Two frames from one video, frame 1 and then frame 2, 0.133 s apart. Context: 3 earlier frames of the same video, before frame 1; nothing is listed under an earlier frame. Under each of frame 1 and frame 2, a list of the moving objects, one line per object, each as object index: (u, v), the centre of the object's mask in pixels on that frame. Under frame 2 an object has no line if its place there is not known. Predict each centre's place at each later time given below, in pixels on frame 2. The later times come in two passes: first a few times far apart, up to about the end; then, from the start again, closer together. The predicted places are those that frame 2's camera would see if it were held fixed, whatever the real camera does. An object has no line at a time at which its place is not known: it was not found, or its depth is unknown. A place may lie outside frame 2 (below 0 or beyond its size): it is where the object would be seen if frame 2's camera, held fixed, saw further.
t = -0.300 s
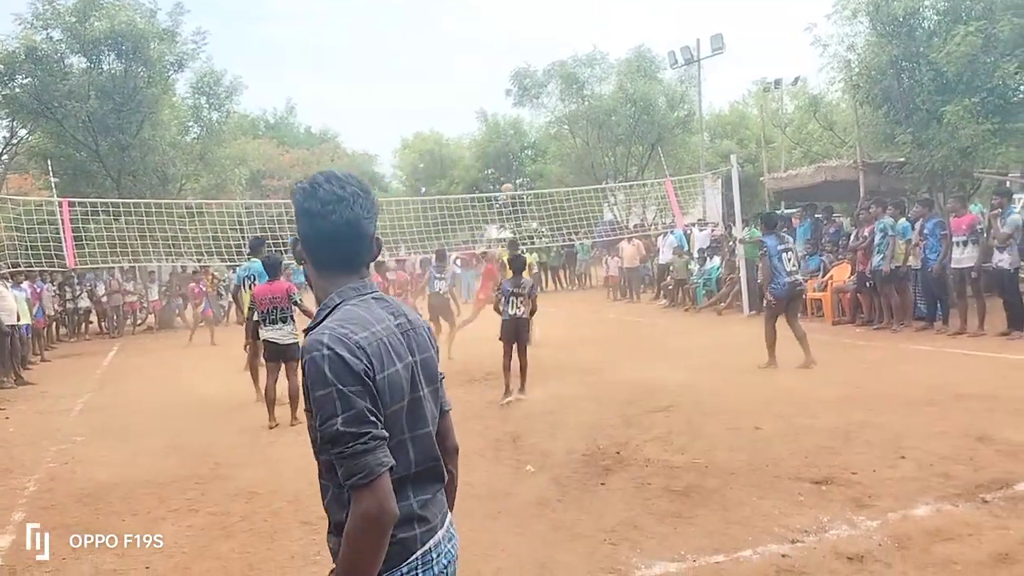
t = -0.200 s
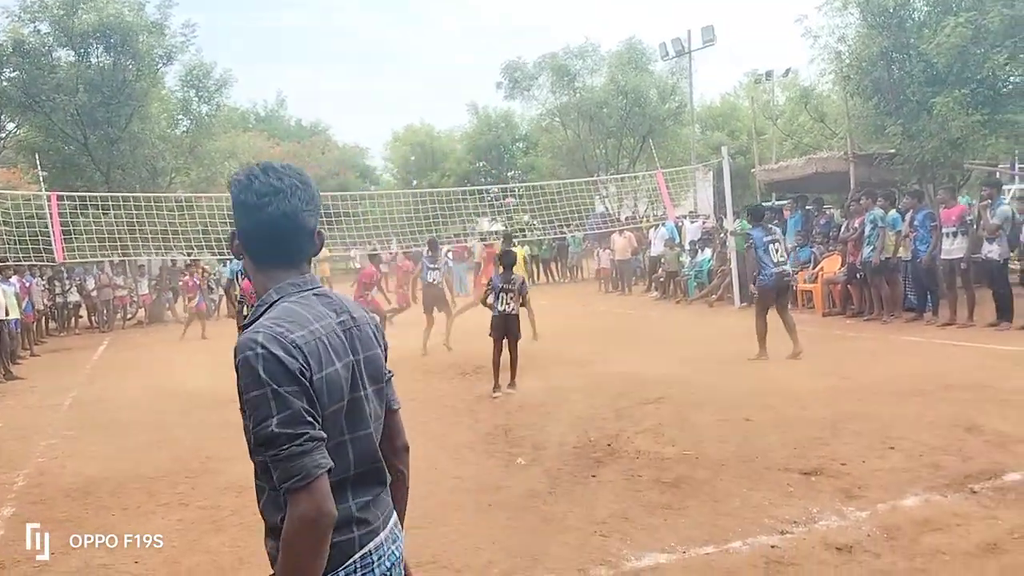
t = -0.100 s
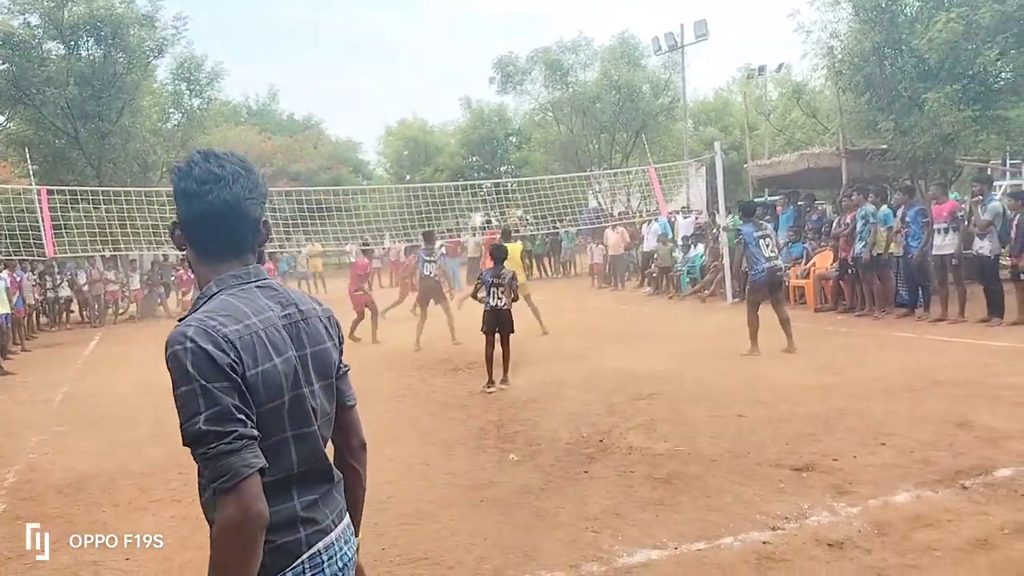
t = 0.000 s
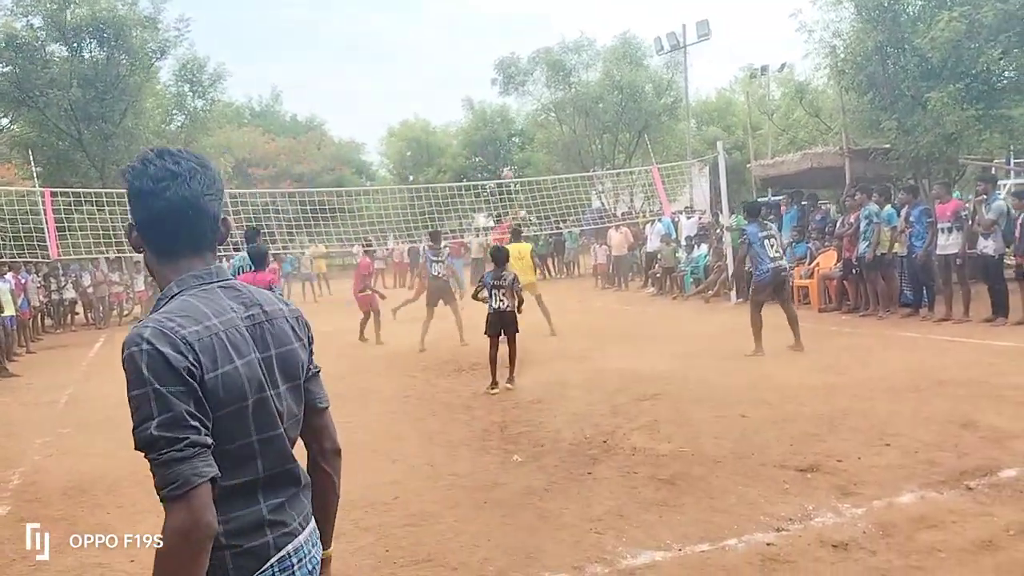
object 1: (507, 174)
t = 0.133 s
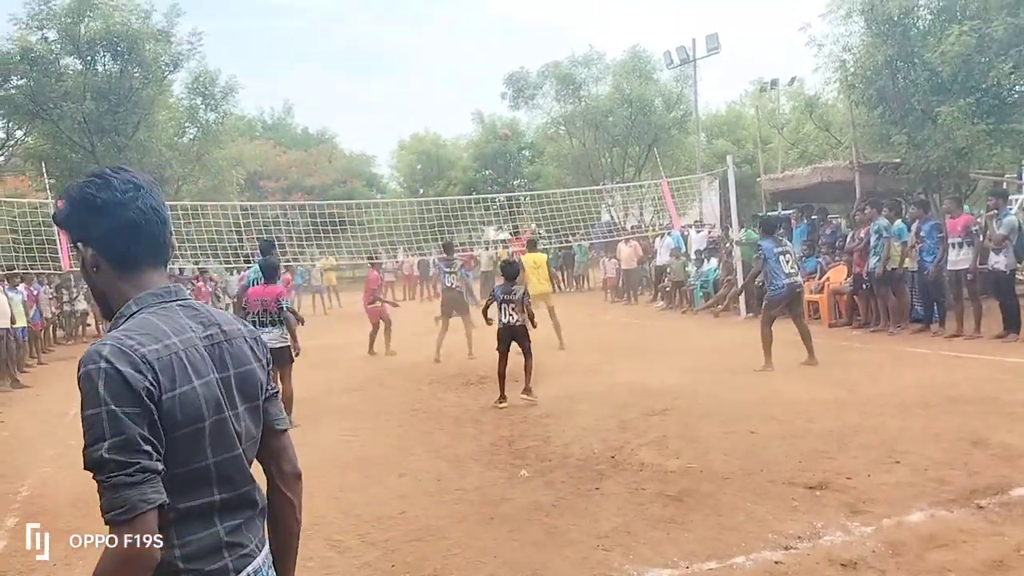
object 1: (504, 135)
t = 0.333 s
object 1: (487, 72)
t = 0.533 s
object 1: (473, 34)
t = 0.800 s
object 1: (455, 17)
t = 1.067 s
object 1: (441, 42)
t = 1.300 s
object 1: (429, 94)
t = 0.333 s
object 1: (487, 72)
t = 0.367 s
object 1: (484, 64)
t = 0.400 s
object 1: (482, 57)
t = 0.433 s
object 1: (479, 50)
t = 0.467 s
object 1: (477, 44)
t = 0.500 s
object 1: (474, 39)
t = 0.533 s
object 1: (473, 34)
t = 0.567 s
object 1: (471, 30)
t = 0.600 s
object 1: (469, 26)
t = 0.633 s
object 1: (467, 24)
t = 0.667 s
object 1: (465, 21)
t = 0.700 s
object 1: (462, 19)
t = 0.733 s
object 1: (460, 18)
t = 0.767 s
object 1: (457, 17)
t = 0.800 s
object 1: (455, 17)
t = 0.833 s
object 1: (453, 18)
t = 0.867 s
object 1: (452, 20)
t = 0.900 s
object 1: (450, 22)
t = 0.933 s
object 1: (447, 25)
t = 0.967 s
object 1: (445, 29)
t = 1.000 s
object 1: (443, 31)
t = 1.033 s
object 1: (441, 36)
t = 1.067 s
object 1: (441, 42)
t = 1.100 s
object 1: (440, 47)
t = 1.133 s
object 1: (438, 54)
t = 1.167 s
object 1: (436, 61)
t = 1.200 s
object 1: (433, 68)
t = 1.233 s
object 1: (431, 76)
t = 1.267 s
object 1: (430, 85)
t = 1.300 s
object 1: (429, 94)
